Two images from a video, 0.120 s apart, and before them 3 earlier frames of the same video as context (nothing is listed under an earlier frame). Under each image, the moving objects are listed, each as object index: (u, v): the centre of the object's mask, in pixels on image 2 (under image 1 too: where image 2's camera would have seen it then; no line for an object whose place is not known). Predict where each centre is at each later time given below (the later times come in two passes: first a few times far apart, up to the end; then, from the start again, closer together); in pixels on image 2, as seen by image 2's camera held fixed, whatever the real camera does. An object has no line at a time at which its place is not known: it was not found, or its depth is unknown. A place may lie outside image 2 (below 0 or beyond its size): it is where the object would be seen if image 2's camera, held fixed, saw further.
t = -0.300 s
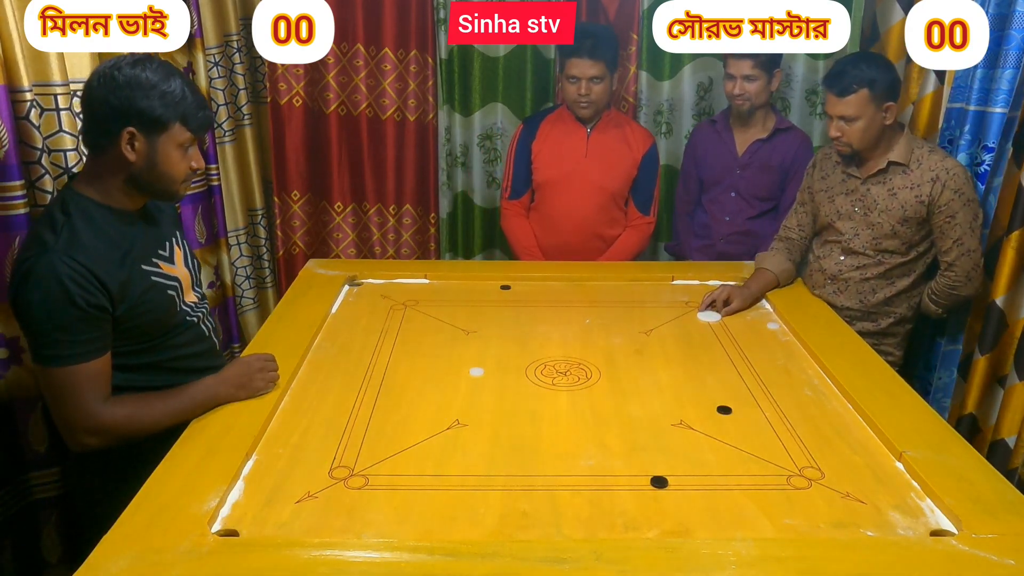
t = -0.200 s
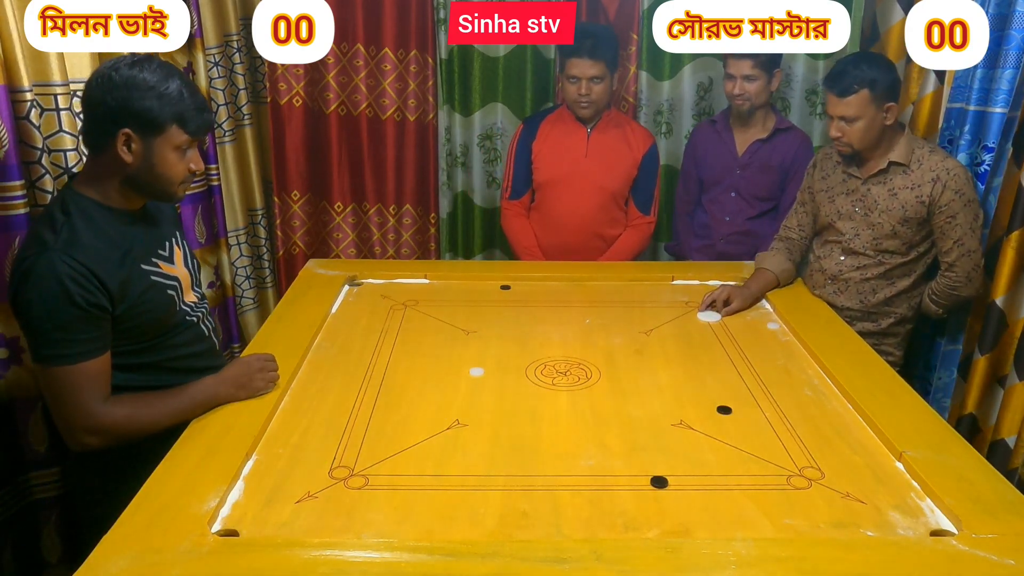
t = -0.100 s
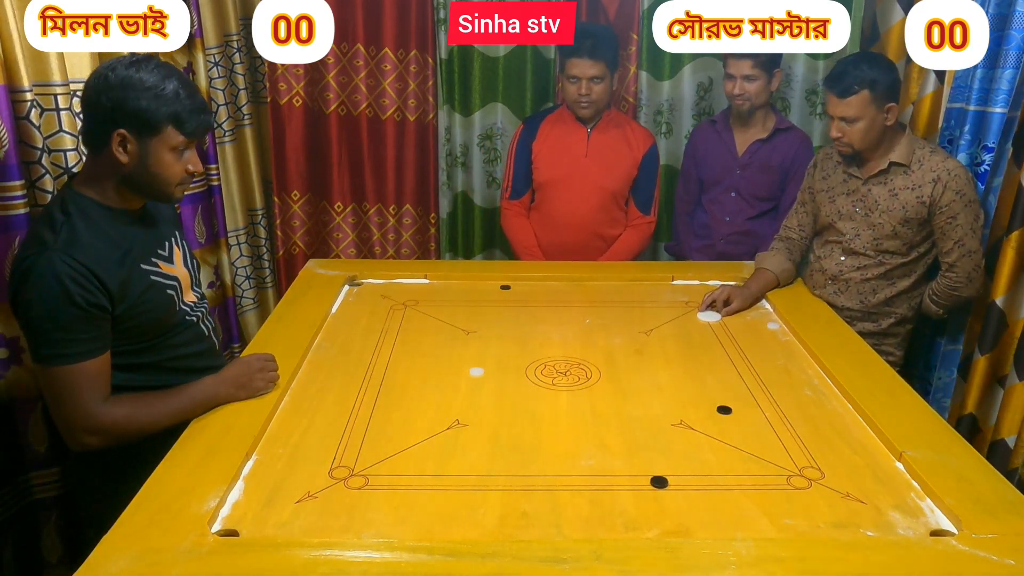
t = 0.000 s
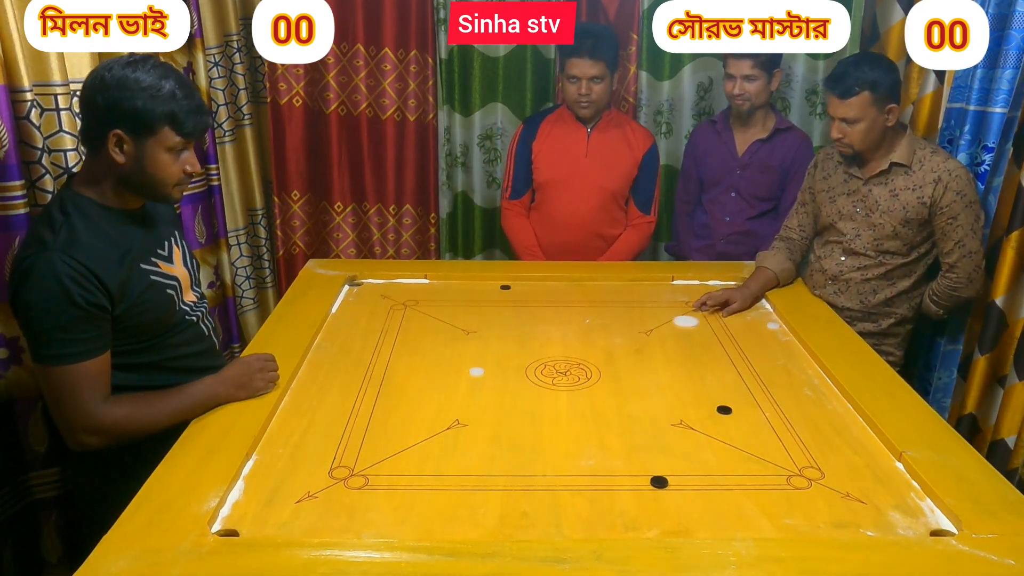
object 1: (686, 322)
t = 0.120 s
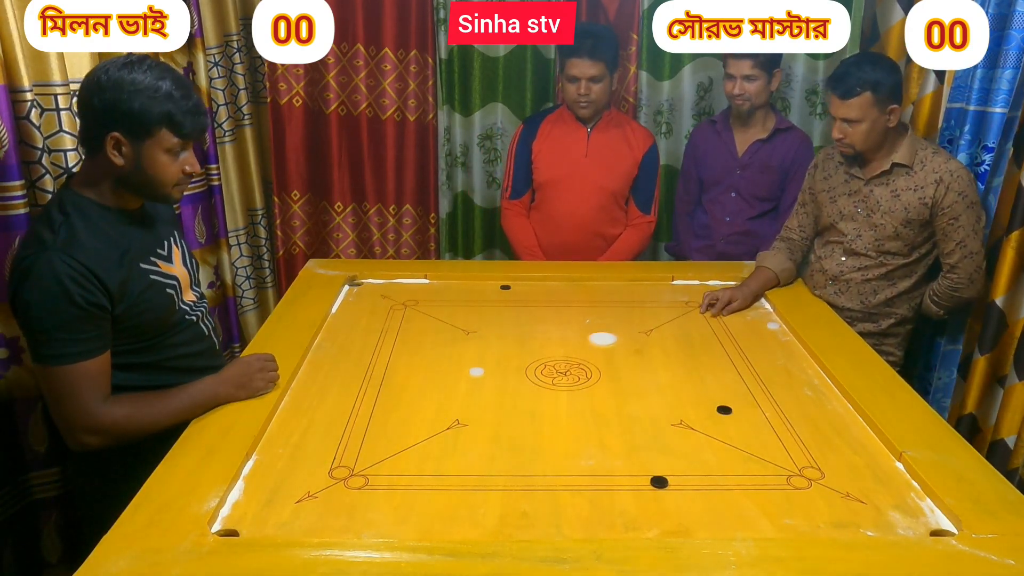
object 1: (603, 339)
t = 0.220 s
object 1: (530, 354)
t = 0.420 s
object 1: (404, 373)
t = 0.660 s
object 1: (323, 389)
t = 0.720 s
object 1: (339, 391)
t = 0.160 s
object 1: (574, 345)
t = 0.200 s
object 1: (545, 350)
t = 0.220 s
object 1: (530, 354)
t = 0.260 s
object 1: (501, 360)
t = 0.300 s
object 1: (474, 365)
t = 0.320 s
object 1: (462, 366)
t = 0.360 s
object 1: (439, 369)
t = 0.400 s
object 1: (416, 372)
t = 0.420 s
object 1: (404, 373)
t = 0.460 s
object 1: (382, 376)
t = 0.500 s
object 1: (359, 379)
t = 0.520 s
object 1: (348, 381)
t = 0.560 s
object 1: (327, 384)
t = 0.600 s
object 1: (306, 386)
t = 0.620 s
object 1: (310, 387)
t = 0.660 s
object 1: (323, 389)
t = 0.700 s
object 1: (334, 390)
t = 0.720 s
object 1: (339, 391)
